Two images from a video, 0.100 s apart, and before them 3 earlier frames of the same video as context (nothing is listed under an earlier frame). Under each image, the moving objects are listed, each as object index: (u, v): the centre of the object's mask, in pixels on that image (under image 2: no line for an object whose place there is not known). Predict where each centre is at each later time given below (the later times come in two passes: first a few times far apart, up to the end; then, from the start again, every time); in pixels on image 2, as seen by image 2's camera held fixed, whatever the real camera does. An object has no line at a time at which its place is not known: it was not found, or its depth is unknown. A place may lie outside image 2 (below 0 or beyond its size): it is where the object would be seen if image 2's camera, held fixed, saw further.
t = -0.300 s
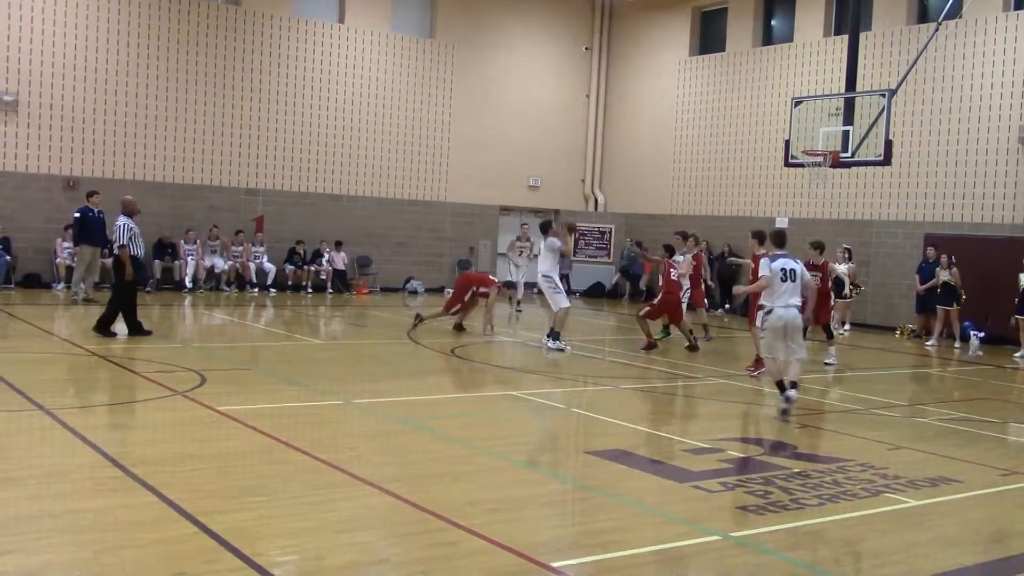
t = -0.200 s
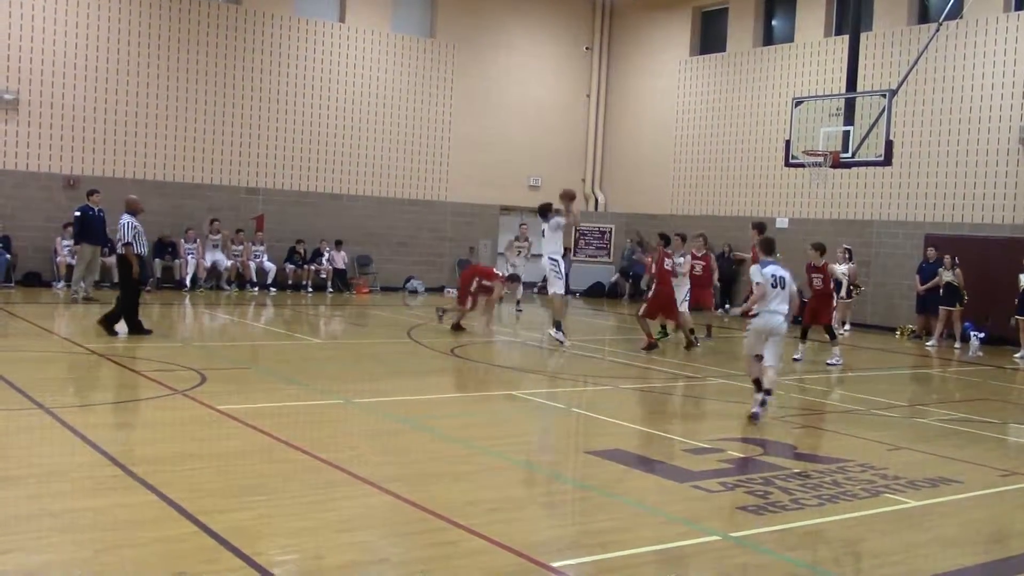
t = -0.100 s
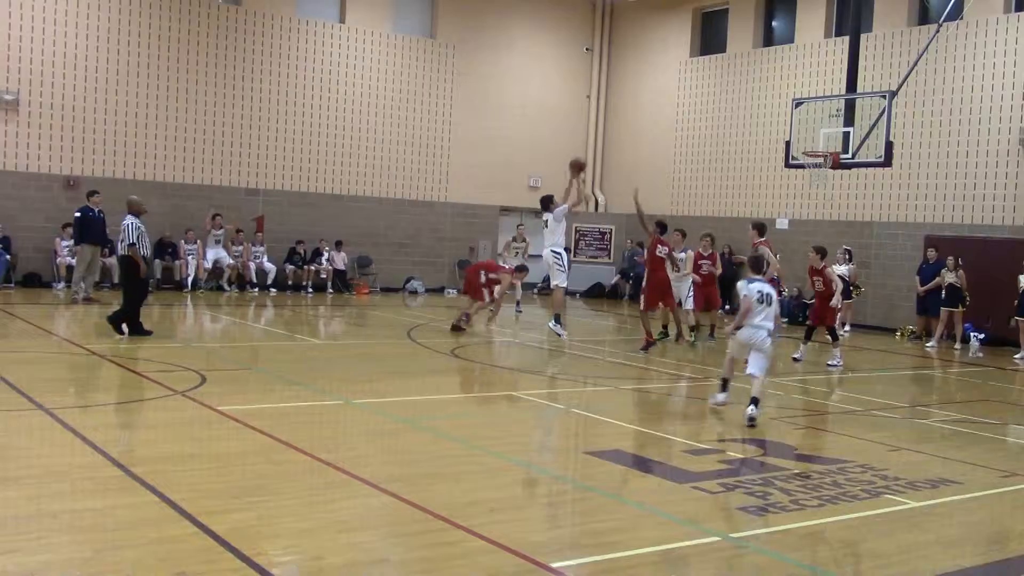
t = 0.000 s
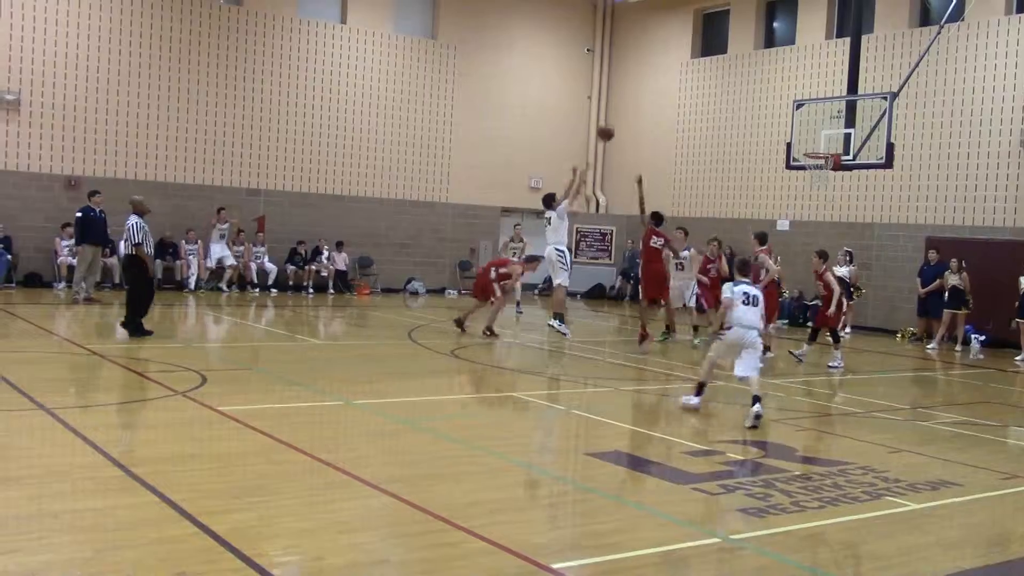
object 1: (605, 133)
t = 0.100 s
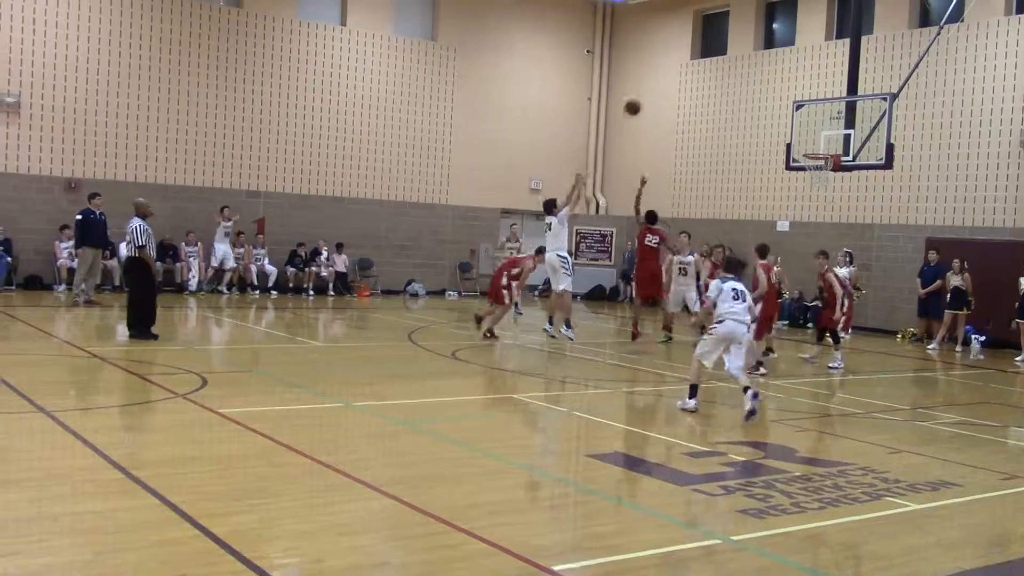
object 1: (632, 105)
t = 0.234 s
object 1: (667, 83)
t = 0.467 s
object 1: (723, 70)
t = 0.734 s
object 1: (784, 99)
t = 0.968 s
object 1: (821, 154)
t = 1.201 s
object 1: (828, 169)
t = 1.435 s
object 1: (832, 189)
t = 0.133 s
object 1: (641, 100)
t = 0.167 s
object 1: (650, 93)
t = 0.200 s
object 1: (658, 87)
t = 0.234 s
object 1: (667, 83)
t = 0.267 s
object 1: (675, 79)
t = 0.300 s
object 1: (683, 75)
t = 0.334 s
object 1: (691, 73)
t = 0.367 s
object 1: (699, 71)
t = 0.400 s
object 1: (707, 70)
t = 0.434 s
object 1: (715, 70)
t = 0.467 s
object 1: (723, 70)
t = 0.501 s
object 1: (731, 71)
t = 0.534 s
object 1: (739, 74)
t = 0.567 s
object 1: (747, 76)
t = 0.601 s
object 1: (755, 79)
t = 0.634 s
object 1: (763, 83)
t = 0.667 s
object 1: (770, 87)
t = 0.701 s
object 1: (777, 92)
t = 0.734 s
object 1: (784, 99)
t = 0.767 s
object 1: (791, 106)
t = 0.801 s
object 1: (797, 113)
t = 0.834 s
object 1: (804, 121)
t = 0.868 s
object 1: (811, 130)
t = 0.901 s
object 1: (817, 140)
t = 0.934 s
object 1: (824, 150)
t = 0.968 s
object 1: (821, 154)
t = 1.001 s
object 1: (814, 157)
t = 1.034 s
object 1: (813, 157)
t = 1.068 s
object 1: (813, 157)
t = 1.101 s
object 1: (815, 158)
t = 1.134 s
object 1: (820, 161)
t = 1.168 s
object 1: (823, 165)
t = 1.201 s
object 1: (828, 169)
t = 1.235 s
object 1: (829, 172)
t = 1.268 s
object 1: (831, 172)
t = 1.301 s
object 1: (832, 177)
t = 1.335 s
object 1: (832, 178)
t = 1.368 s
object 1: (832, 182)
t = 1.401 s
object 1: (831, 185)
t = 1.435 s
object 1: (832, 189)
